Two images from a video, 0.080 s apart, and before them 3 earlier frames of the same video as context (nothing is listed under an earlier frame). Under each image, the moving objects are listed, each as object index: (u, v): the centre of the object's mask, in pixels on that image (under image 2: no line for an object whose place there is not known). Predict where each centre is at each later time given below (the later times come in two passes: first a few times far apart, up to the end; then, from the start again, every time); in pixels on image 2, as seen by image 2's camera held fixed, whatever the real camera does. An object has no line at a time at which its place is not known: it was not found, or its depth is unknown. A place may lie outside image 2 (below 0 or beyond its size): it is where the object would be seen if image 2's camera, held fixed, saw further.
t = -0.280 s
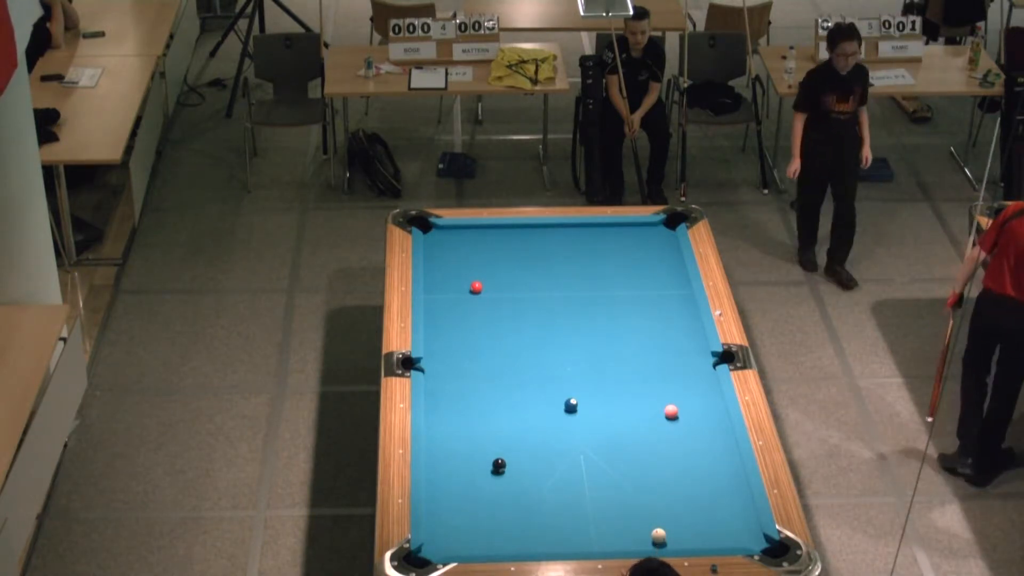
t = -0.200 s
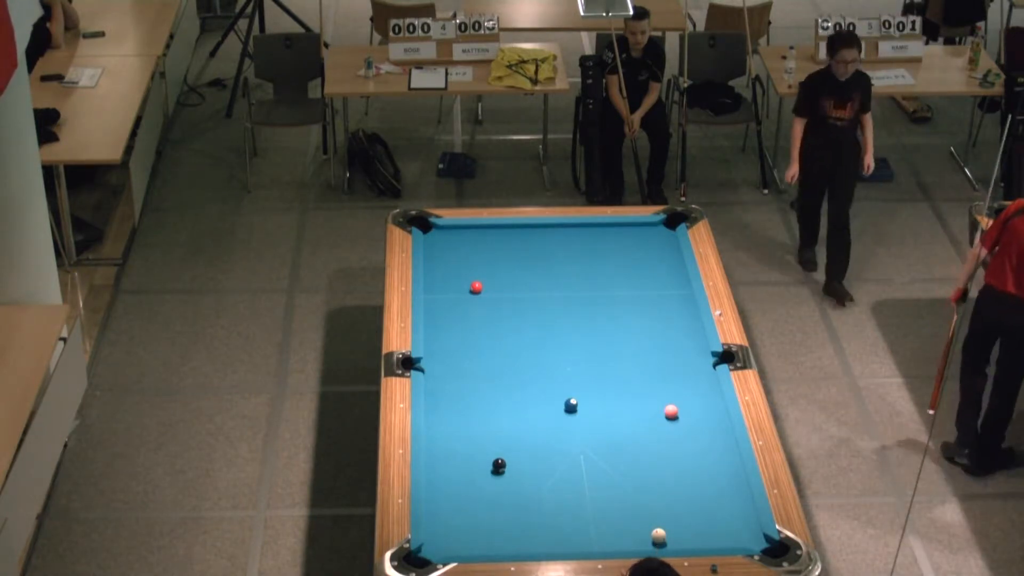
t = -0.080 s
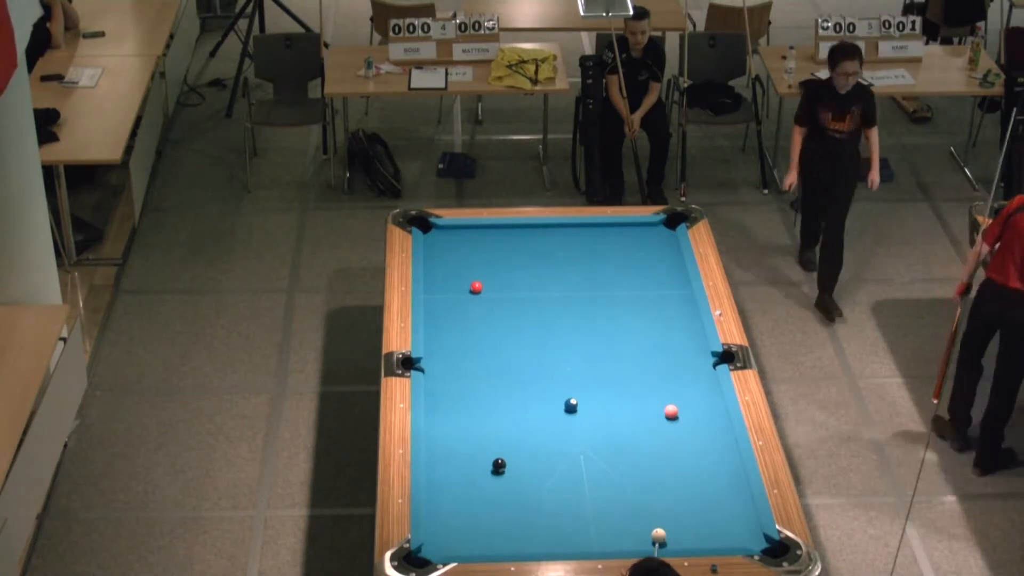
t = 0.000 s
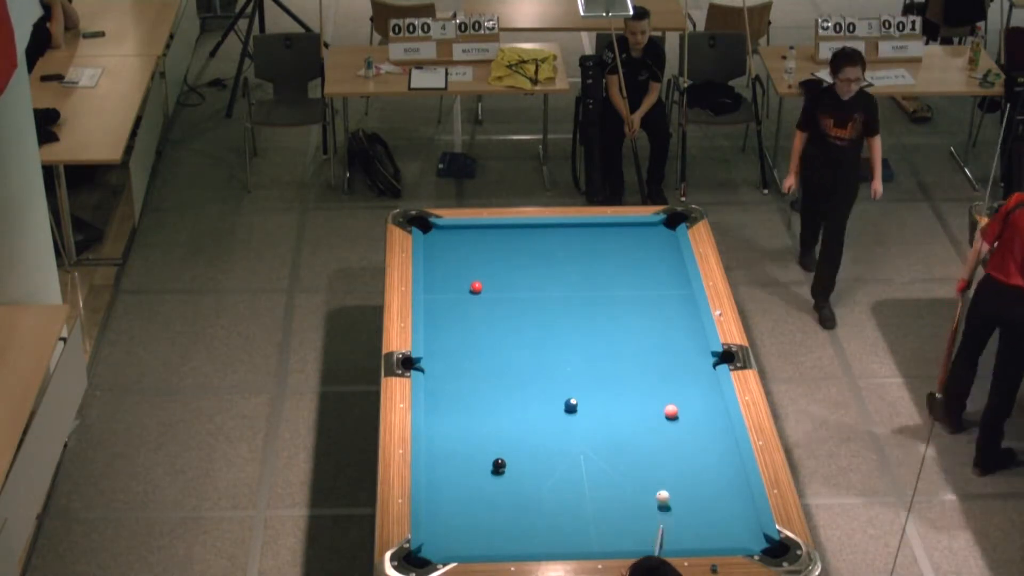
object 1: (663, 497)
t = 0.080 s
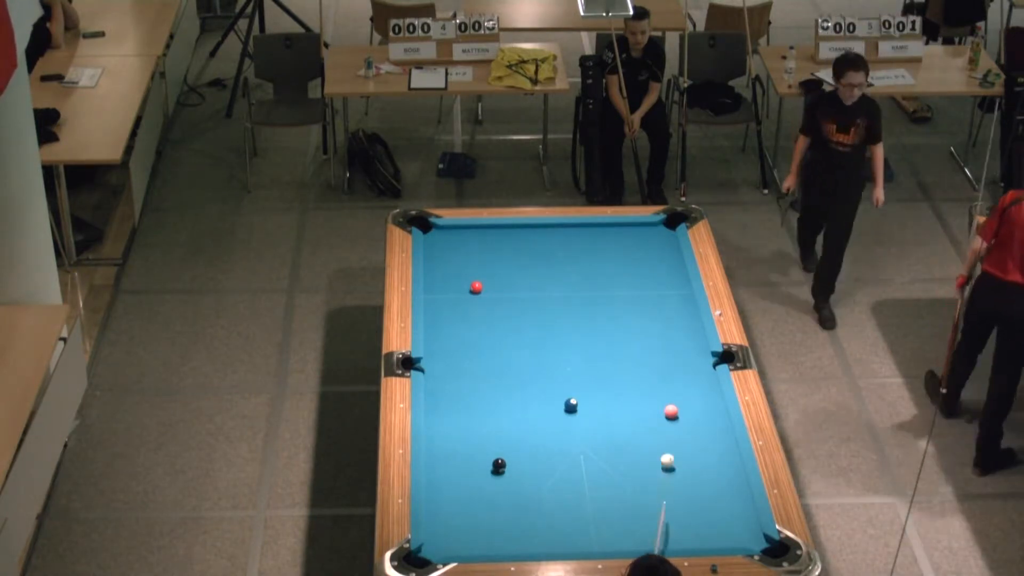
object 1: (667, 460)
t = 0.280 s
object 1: (679, 419)
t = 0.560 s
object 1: (693, 425)
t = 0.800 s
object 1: (704, 429)
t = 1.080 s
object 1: (716, 434)
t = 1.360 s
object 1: (726, 438)
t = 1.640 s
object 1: (726, 441)
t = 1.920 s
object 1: (723, 443)
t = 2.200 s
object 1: (721, 444)
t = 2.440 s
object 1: (721, 445)
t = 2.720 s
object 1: (720, 445)
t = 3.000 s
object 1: (720, 445)
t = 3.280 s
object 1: (720, 445)
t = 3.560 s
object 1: (720, 445)
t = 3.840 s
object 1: (720, 445)
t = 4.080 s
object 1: (720, 445)
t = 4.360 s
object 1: (720, 445)
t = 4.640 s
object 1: (720, 445)
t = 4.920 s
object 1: (720, 445)
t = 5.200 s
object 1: (720, 446)
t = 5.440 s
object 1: (720, 446)
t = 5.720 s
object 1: (720, 446)
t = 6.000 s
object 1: (720, 446)
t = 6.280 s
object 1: (720, 446)
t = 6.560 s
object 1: (720, 446)
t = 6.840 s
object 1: (720, 446)
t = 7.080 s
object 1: (720, 446)
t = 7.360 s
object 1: (720, 446)
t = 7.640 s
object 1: (720, 446)
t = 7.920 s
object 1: (720, 446)
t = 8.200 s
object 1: (720, 446)
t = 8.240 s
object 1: (720, 445)
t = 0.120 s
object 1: (669, 444)
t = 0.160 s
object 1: (671, 427)
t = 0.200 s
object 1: (674, 419)
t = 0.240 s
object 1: (676, 419)
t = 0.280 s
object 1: (679, 419)
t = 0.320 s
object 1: (681, 420)
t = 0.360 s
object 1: (683, 421)
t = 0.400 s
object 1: (685, 422)
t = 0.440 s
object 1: (687, 423)
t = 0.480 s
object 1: (689, 423)
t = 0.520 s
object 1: (691, 424)
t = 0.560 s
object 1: (693, 425)
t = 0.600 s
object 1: (695, 426)
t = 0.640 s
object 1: (697, 426)
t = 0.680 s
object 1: (699, 427)
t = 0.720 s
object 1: (700, 428)
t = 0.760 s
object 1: (702, 429)
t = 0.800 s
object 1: (704, 429)
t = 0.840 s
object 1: (706, 430)
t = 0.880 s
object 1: (707, 431)
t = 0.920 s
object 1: (709, 432)
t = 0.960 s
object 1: (711, 432)
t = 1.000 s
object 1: (712, 433)
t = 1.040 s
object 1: (714, 433)
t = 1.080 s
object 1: (716, 434)
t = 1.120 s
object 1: (717, 435)
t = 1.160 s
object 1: (719, 435)
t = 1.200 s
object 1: (720, 436)
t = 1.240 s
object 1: (722, 436)
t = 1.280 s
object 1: (723, 437)
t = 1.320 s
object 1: (725, 438)
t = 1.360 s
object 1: (726, 438)
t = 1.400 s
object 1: (728, 439)
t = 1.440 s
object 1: (728, 439)
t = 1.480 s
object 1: (728, 440)
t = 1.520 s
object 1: (727, 440)
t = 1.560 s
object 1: (727, 440)
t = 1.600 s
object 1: (726, 441)
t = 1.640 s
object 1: (726, 441)
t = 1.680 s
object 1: (725, 441)
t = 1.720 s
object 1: (725, 442)
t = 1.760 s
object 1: (724, 442)
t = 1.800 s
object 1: (724, 442)
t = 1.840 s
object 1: (724, 442)
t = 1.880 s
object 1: (724, 443)
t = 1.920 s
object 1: (723, 443)
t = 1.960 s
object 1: (723, 443)
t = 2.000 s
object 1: (723, 443)
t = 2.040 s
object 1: (722, 443)
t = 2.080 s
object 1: (722, 443)
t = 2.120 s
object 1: (722, 444)
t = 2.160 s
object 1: (722, 444)
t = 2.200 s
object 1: (721, 444)
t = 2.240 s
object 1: (722, 444)
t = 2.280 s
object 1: (721, 444)
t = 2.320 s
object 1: (721, 445)
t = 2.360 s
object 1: (721, 445)
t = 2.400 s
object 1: (721, 445)
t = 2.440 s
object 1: (721, 445)
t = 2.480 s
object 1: (721, 445)
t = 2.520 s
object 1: (720, 445)
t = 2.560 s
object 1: (720, 445)
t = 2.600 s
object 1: (720, 445)
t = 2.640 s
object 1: (720, 445)
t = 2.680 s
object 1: (720, 445)
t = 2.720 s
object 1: (720, 445)
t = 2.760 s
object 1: (720, 445)
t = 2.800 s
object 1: (720, 445)
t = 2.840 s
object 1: (720, 445)
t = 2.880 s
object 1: (720, 445)
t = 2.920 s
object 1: (720, 445)
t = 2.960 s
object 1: (720, 445)
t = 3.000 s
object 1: (720, 445)
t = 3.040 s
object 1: (720, 445)
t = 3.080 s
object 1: (720, 445)
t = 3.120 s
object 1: (720, 445)
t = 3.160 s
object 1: (720, 445)
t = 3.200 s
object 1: (720, 445)
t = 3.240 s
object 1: (720, 445)
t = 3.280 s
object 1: (720, 445)
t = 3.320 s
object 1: (720, 445)
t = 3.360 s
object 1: (720, 445)
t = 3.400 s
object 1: (720, 445)
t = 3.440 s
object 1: (720, 445)
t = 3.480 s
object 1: (720, 445)
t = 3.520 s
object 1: (720, 445)
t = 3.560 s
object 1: (720, 445)
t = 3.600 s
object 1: (720, 445)
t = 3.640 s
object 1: (720, 445)
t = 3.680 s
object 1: (720, 445)
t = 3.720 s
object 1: (720, 445)
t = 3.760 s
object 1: (720, 445)
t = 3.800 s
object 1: (720, 445)
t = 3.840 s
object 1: (720, 445)
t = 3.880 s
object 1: (720, 445)
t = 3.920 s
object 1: (720, 445)
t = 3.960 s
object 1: (720, 445)
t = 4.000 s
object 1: (720, 445)
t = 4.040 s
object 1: (720, 445)
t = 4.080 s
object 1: (720, 445)
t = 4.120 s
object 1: (720, 445)
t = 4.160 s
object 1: (720, 445)
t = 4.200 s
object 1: (720, 445)
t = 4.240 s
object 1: (720, 445)
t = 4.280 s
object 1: (720, 445)
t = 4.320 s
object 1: (720, 445)
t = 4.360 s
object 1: (720, 445)
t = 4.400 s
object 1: (720, 445)
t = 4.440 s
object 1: (720, 445)
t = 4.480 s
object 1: (720, 445)
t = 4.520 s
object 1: (720, 445)
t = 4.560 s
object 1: (720, 445)
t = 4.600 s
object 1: (720, 445)
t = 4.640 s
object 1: (720, 445)
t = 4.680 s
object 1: (720, 445)
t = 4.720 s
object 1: (720, 445)
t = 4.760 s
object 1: (720, 445)
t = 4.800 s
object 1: (720, 445)
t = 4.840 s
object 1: (720, 445)
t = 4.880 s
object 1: (720, 446)
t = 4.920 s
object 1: (720, 445)
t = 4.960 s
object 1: (720, 445)
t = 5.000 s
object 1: (720, 446)
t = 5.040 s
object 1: (720, 446)
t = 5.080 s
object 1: (720, 445)
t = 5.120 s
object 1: (720, 445)
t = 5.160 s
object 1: (720, 446)
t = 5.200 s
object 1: (720, 446)
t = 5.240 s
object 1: (720, 446)
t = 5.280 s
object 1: (720, 445)
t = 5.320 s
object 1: (720, 445)
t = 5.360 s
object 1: (720, 445)
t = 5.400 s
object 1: (720, 446)
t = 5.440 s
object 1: (720, 446)
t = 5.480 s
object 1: (720, 446)
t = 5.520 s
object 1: (720, 446)
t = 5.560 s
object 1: (720, 446)
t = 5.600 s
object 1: (720, 446)
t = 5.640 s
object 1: (720, 446)
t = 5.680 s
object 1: (720, 446)
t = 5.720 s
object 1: (720, 446)
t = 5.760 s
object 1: (720, 446)
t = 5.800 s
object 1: (720, 445)
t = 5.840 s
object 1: (720, 446)
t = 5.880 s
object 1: (720, 446)
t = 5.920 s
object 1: (720, 446)
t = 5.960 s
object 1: (720, 446)
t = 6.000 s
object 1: (720, 446)
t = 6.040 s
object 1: (720, 446)
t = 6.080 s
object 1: (720, 446)
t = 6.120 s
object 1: (720, 446)
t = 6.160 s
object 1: (720, 446)
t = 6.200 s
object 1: (720, 446)
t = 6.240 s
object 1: (720, 446)
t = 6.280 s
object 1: (720, 446)
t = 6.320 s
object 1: (720, 446)
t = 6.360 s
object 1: (720, 446)
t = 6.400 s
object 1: (720, 446)
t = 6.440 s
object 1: (720, 446)
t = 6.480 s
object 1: (720, 446)
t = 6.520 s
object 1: (720, 446)
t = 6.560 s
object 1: (720, 446)
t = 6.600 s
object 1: (720, 446)
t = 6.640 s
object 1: (720, 446)
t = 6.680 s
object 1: (720, 446)
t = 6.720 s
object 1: (720, 446)
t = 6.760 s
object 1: (720, 446)
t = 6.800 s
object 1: (720, 446)
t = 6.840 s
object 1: (720, 446)
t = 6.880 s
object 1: (720, 446)
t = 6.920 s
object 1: (720, 446)
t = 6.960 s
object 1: (720, 446)
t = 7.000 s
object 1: (720, 446)
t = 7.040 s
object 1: (720, 446)
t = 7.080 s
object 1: (720, 446)
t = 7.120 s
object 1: (720, 446)
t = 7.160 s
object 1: (720, 446)
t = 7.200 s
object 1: (720, 446)
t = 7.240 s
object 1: (720, 446)
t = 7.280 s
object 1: (720, 446)
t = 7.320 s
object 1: (720, 446)
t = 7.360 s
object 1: (720, 446)
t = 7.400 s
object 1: (720, 446)
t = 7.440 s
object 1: (720, 446)
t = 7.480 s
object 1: (720, 446)
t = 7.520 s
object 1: (720, 446)
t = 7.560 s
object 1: (720, 446)
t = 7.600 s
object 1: (720, 446)
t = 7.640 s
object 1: (720, 446)
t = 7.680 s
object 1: (720, 446)
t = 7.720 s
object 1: (720, 446)
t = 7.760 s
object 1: (720, 446)
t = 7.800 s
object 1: (720, 446)
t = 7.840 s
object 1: (720, 446)
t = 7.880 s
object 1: (720, 446)
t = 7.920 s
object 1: (720, 446)
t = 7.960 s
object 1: (720, 446)
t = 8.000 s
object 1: (720, 446)
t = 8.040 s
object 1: (720, 446)
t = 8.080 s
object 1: (720, 445)
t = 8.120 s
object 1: (720, 446)
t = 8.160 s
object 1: (720, 445)
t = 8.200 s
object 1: (720, 446)
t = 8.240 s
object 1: (720, 445)
